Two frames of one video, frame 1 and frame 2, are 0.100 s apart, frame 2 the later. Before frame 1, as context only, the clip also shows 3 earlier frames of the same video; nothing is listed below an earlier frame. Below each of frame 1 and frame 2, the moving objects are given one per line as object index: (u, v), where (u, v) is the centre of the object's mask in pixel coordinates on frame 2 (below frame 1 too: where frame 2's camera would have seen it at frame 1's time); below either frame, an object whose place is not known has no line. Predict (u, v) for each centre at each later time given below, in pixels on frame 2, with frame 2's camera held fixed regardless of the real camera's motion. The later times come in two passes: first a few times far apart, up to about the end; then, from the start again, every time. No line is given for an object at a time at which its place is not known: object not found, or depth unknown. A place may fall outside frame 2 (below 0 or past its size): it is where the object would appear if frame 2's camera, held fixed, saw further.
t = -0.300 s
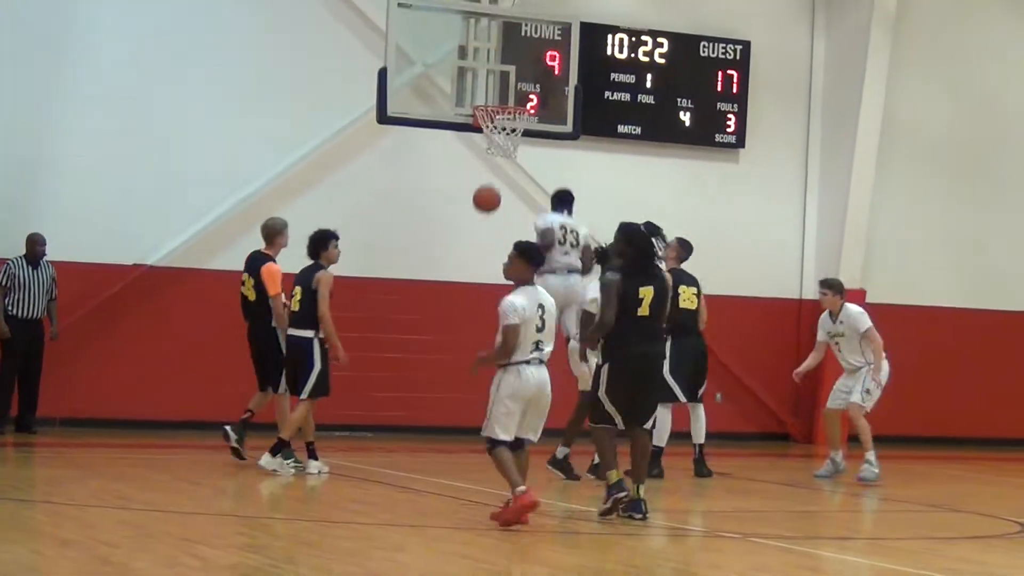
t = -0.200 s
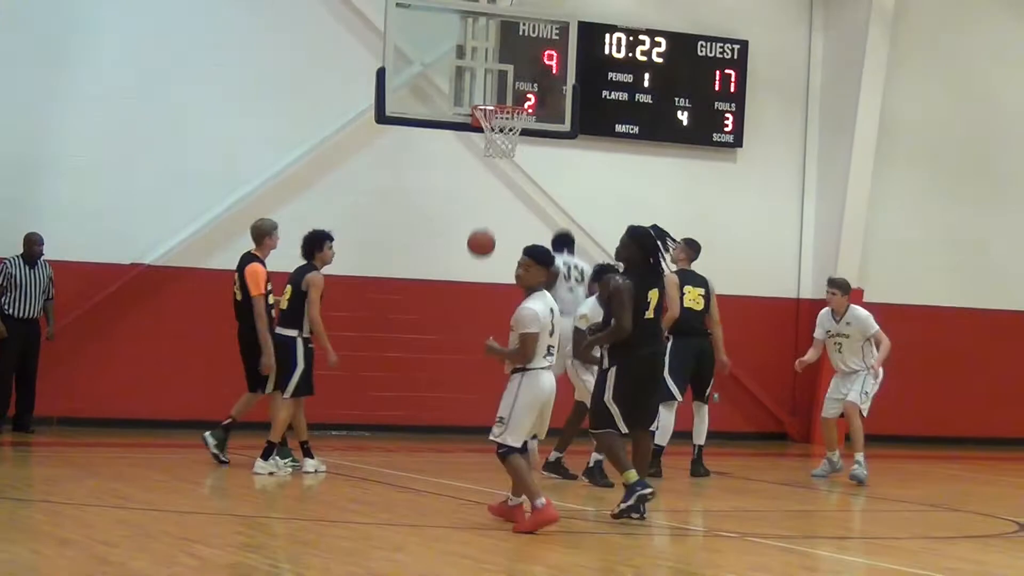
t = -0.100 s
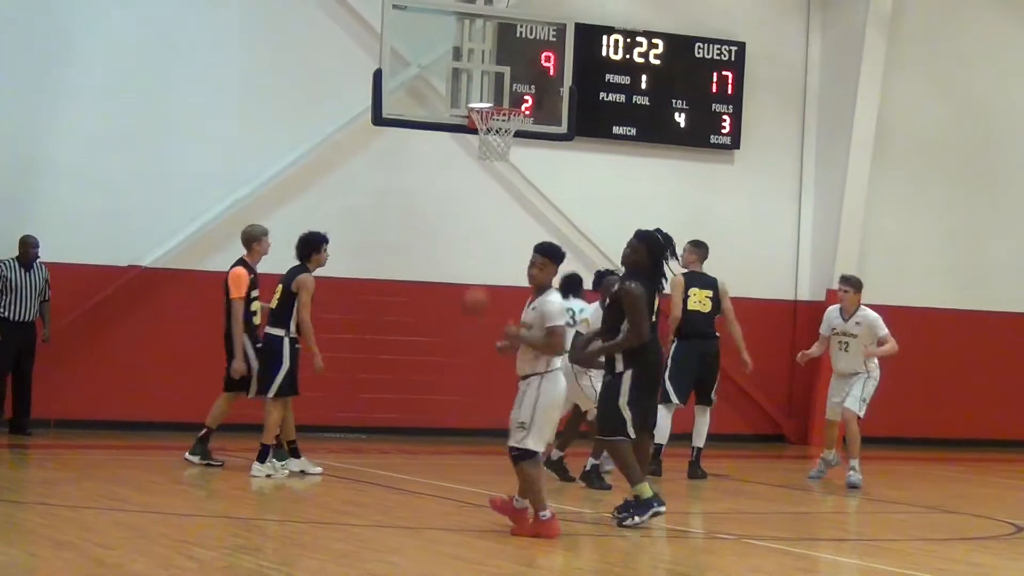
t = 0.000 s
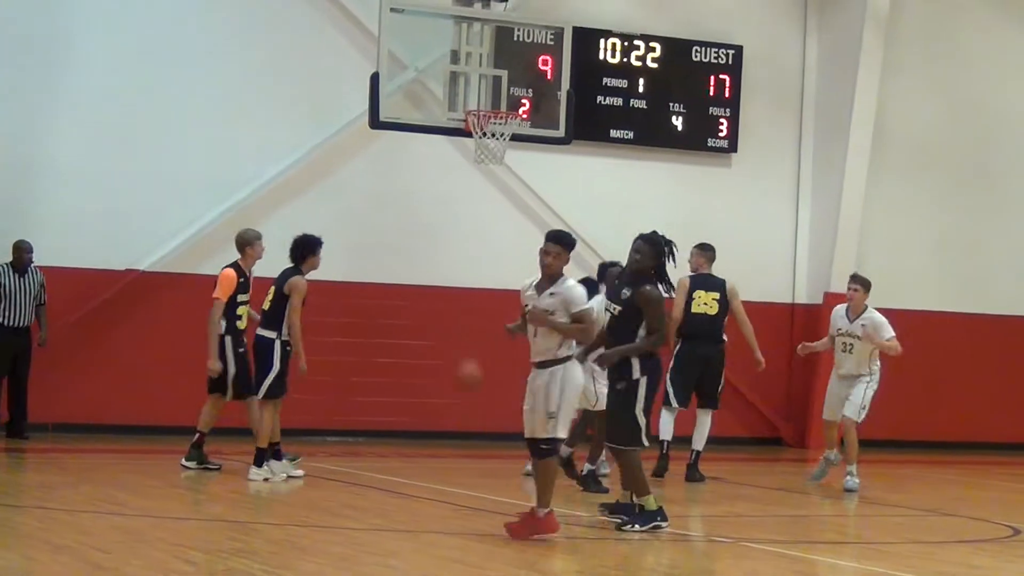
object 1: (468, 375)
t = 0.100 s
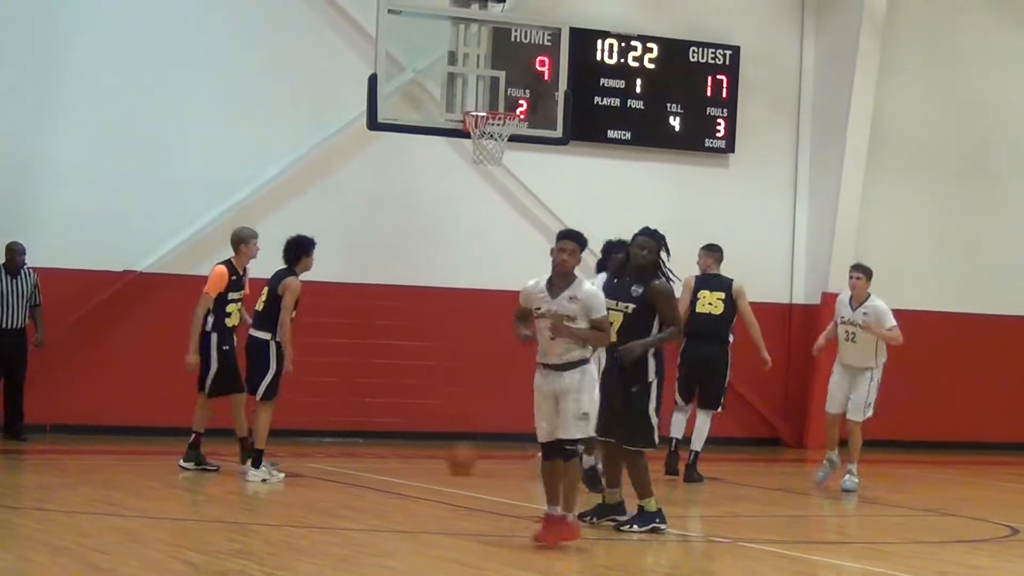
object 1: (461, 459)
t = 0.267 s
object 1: (469, 369)
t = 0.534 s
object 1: (477, 284)
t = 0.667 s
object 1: (480, 272)
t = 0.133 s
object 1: (463, 446)
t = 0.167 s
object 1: (465, 428)
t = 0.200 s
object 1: (467, 405)
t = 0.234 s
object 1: (468, 387)
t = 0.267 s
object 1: (469, 369)
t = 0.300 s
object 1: (470, 354)
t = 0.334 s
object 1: (472, 339)
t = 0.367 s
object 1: (472, 329)
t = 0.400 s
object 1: (473, 317)
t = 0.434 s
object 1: (475, 306)
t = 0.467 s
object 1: (476, 298)
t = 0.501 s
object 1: (476, 290)
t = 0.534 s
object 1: (477, 284)
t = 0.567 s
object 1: (478, 279)
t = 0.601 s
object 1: (479, 276)
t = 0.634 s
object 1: (479, 273)
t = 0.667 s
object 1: (480, 272)
